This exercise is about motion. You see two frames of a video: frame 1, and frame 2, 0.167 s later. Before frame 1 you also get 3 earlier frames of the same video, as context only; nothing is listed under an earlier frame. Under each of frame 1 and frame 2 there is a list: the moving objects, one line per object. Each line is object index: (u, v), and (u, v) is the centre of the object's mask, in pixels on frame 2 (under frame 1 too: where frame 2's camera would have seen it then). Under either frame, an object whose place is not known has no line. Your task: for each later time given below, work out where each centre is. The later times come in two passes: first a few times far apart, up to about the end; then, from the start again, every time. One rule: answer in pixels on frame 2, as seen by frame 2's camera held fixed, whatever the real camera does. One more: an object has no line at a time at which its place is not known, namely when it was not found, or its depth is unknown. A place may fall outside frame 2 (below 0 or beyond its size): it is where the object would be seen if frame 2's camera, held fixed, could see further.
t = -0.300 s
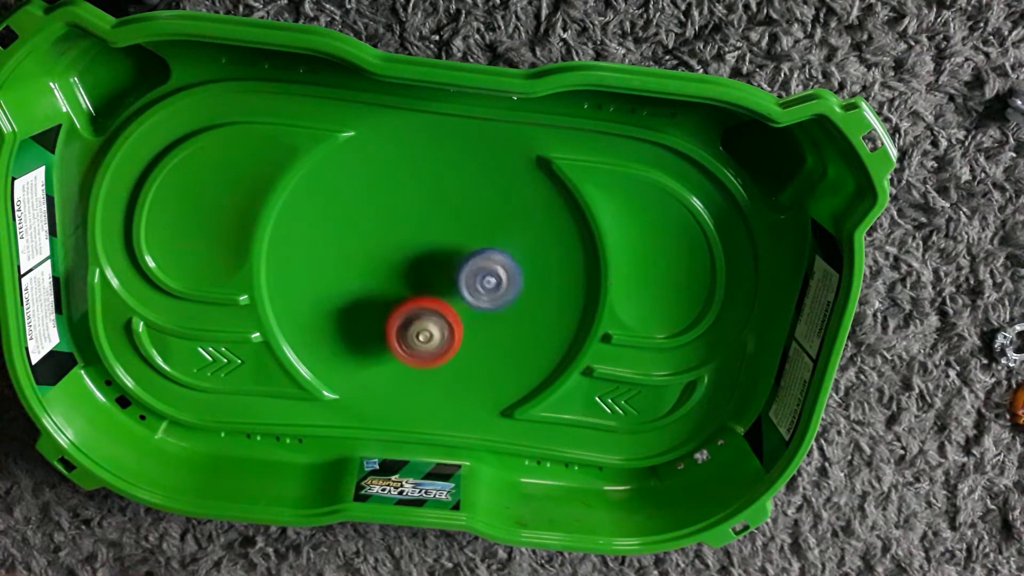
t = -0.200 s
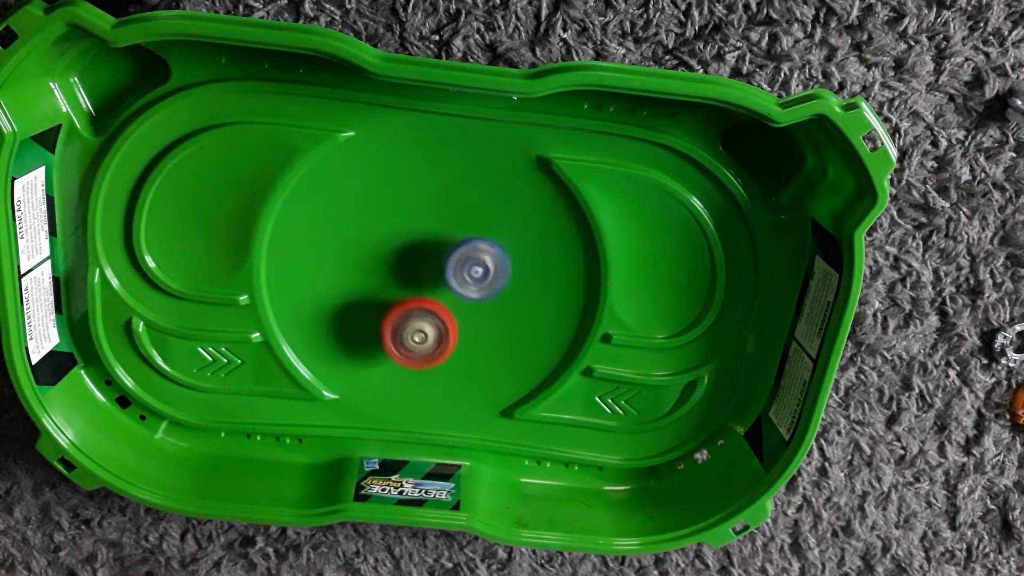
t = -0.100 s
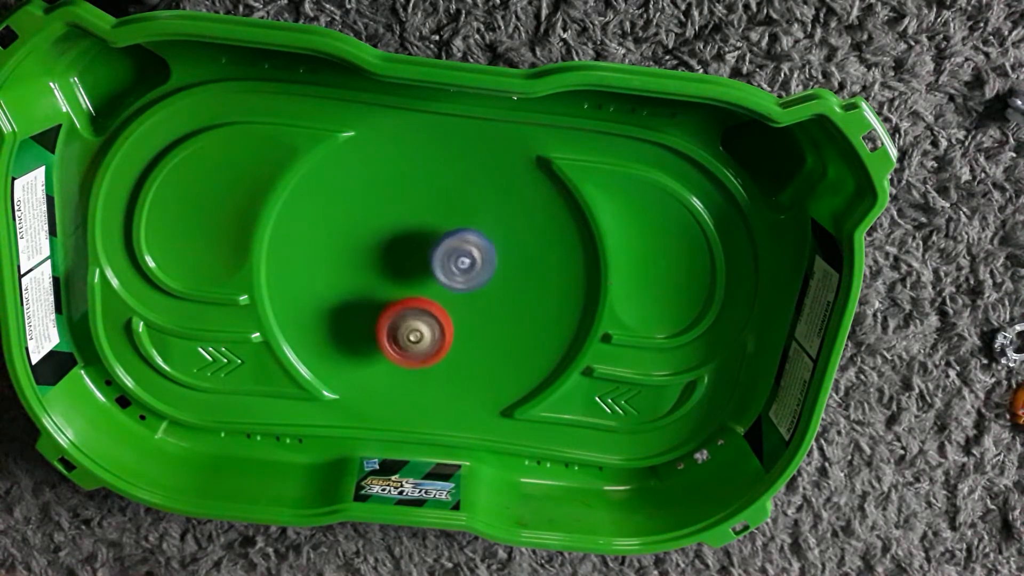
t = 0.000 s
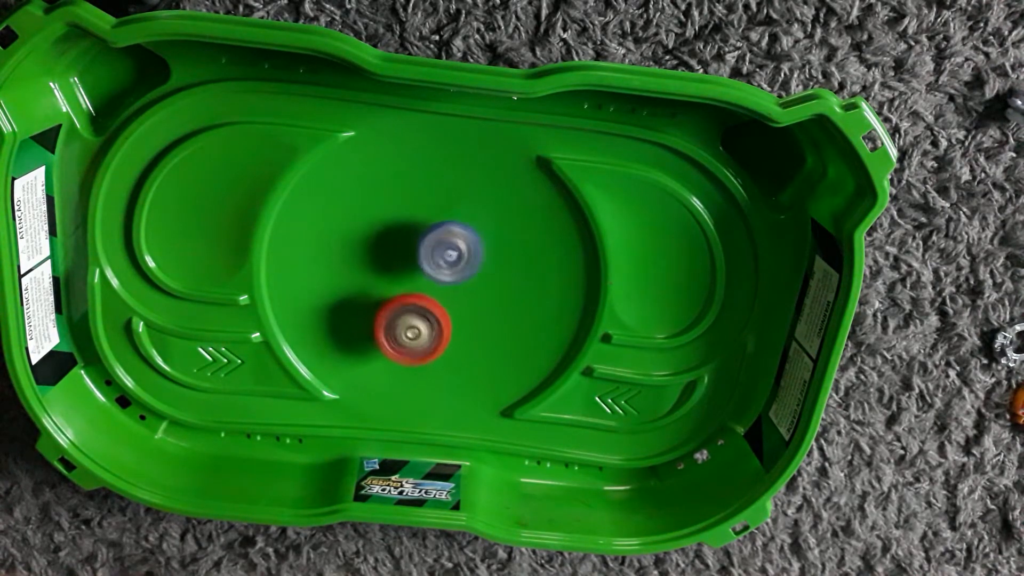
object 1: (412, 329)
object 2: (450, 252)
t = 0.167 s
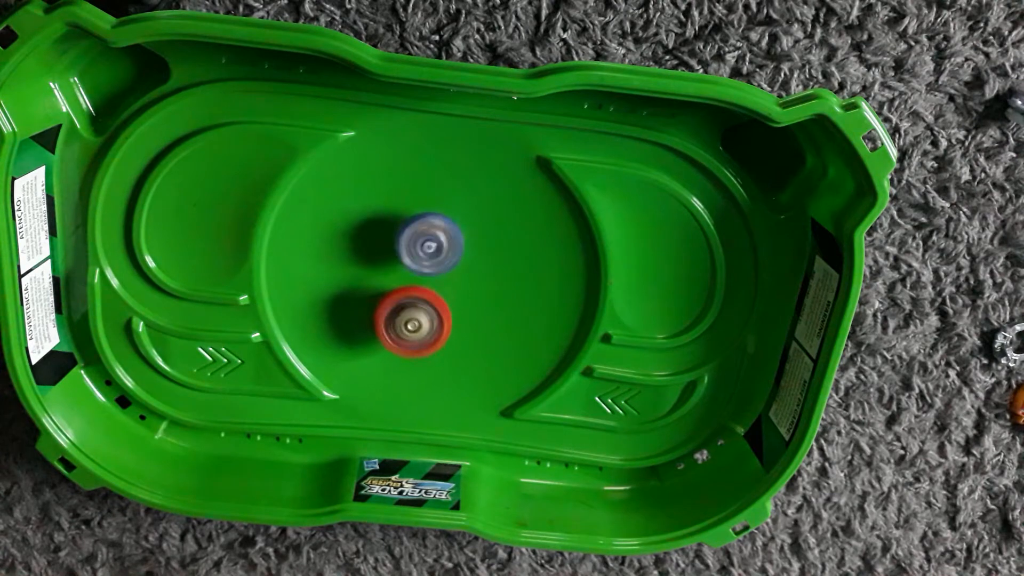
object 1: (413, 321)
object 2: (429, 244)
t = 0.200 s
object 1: (414, 320)
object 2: (425, 242)
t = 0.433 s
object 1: (428, 326)
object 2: (400, 239)
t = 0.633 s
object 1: (436, 342)
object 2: (386, 249)
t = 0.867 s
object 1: (434, 342)
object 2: (383, 276)
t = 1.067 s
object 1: (465, 346)
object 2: (357, 287)
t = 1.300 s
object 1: (494, 352)
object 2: (341, 302)
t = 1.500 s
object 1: (487, 336)
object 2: (354, 313)
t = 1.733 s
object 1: (456, 300)
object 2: (388, 326)
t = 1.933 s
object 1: (437, 263)
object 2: (403, 351)
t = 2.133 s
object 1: (421, 247)
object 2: (417, 369)
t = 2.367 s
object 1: (409, 265)
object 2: (433, 370)
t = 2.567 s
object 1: (401, 303)
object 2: (448, 354)
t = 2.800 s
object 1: (387, 329)
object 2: (473, 340)
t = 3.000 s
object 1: (392, 339)
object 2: (488, 325)
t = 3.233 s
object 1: (420, 337)
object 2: (492, 306)
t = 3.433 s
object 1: (428, 339)
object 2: (495, 286)
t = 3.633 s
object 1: (432, 331)
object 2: (485, 271)
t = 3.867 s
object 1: (432, 326)
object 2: (463, 259)
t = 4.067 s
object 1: (425, 339)
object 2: (446, 243)
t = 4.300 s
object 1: (411, 354)
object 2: (430, 232)
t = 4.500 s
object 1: (409, 343)
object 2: (419, 245)
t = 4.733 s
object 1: (421, 340)
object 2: (408, 258)
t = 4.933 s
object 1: (431, 348)
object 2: (396, 268)
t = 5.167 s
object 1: (444, 335)
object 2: (387, 288)
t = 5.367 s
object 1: (473, 334)
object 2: (369, 287)
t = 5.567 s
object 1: (486, 322)
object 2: (367, 290)
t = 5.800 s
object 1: (470, 303)
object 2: (384, 303)
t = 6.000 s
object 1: (460, 284)
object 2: (385, 322)
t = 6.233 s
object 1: (449, 275)
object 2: (380, 341)
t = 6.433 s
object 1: (433, 285)
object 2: (386, 346)
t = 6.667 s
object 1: (427, 283)
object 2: (398, 354)
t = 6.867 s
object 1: (432, 277)
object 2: (411, 359)
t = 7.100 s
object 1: (439, 289)
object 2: (431, 352)
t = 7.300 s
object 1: (442, 274)
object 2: (442, 364)
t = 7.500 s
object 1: (440, 271)
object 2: (450, 363)
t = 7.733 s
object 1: (429, 284)
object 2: (458, 353)
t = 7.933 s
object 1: (416, 280)
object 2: (468, 353)
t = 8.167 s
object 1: (410, 298)
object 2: (470, 341)
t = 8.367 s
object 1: (401, 316)
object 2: (480, 329)
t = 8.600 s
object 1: (403, 332)
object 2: (490, 314)
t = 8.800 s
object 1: (416, 332)
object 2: (488, 302)
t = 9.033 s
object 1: (415, 332)
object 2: (489, 292)
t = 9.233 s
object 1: (413, 328)
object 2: (482, 284)
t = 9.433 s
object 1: (410, 325)
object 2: (478, 277)
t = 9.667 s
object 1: (405, 332)
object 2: (474, 269)
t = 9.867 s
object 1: (412, 327)
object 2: (460, 269)
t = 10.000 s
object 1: (415, 329)
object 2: (458, 262)
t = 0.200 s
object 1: (414, 320)
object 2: (425, 242)
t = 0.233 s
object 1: (415, 318)
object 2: (421, 242)
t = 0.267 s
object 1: (416, 316)
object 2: (418, 242)
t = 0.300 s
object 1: (418, 315)
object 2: (414, 242)
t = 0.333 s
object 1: (421, 316)
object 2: (410, 240)
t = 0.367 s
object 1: (423, 319)
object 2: (407, 239)
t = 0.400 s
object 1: (426, 323)
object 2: (403, 239)
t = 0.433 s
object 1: (428, 326)
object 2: (400, 239)
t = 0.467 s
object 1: (430, 329)
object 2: (397, 240)
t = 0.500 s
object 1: (432, 332)
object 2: (394, 240)
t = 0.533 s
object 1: (433, 335)
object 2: (391, 242)
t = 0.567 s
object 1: (435, 337)
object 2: (390, 244)
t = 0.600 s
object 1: (436, 340)
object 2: (388, 246)
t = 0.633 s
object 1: (436, 342)
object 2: (386, 249)
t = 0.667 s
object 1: (436, 343)
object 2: (384, 252)
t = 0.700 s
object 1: (436, 344)
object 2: (384, 256)
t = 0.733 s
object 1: (436, 345)
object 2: (383, 259)
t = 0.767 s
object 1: (435, 344)
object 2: (383, 263)
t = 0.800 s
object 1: (434, 344)
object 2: (383, 267)
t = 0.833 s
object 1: (434, 343)
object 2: (383, 272)
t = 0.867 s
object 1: (434, 342)
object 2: (383, 276)
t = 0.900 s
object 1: (434, 339)
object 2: (382, 282)
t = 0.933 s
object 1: (435, 338)
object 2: (381, 285)
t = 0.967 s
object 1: (444, 339)
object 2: (371, 285)
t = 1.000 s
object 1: (451, 341)
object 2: (366, 284)
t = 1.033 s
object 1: (458, 344)
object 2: (362, 284)
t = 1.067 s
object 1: (465, 346)
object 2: (357, 287)
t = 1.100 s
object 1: (470, 348)
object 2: (353, 290)
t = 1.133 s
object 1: (476, 350)
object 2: (350, 292)
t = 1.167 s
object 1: (481, 351)
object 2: (347, 294)
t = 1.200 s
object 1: (486, 352)
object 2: (344, 297)
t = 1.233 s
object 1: (489, 353)
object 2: (342, 299)
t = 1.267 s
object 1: (492, 353)
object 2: (341, 301)
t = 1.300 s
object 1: (494, 352)
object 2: (341, 302)
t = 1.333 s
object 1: (495, 351)
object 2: (341, 304)
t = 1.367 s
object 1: (495, 349)
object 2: (343, 306)
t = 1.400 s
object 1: (494, 346)
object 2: (344, 308)
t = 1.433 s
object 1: (492, 343)
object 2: (347, 309)
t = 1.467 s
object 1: (490, 340)
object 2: (350, 312)
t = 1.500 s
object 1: (487, 336)
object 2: (354, 313)
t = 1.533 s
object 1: (483, 331)
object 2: (359, 315)
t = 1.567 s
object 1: (480, 326)
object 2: (363, 316)
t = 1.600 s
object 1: (476, 321)
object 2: (368, 318)
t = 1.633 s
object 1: (471, 316)
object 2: (373, 320)
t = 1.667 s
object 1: (466, 311)
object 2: (377, 322)
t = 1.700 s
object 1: (462, 305)
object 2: (382, 324)
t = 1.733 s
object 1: (456, 300)
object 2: (388, 326)
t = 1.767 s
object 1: (452, 294)
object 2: (391, 330)
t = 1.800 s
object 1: (449, 286)
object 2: (392, 334)
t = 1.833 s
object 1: (446, 280)
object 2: (394, 338)
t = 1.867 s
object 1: (444, 274)
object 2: (397, 342)
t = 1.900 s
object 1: (441, 269)
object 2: (400, 347)
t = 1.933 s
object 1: (437, 263)
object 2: (403, 351)
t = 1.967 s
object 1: (434, 259)
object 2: (405, 354)
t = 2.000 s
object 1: (431, 255)
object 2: (407, 358)
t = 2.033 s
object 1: (428, 252)
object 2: (410, 361)
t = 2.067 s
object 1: (426, 249)
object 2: (413, 364)
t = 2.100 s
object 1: (423, 248)
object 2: (415, 367)
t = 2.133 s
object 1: (421, 247)
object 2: (417, 369)
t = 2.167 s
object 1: (419, 247)
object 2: (419, 371)
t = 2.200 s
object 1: (418, 248)
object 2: (422, 372)
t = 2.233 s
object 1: (415, 251)
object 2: (424, 373)
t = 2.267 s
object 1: (414, 253)
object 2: (427, 373)
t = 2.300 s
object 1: (412, 256)
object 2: (429, 373)
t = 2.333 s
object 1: (410, 261)
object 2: (431, 372)
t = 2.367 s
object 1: (409, 265)
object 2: (433, 370)
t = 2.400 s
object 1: (407, 272)
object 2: (436, 368)
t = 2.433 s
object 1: (406, 277)
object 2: (438, 365)
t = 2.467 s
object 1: (405, 283)
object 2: (440, 363)
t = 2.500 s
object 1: (404, 290)
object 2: (443, 359)
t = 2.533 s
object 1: (403, 297)
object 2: (445, 356)
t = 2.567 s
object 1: (401, 303)
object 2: (448, 354)
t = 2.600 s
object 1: (397, 308)
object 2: (452, 353)
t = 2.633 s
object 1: (395, 312)
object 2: (455, 351)
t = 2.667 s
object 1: (392, 315)
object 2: (459, 349)
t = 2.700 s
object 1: (391, 319)
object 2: (463, 347)
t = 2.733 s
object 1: (388, 323)
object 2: (466, 344)
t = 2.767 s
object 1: (387, 326)
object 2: (469, 342)
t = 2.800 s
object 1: (387, 329)
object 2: (473, 340)
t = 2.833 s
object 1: (386, 332)
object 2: (476, 338)
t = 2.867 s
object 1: (386, 333)
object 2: (479, 336)
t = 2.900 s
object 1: (387, 336)
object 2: (481, 333)
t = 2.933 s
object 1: (388, 338)
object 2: (484, 330)
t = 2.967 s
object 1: (389, 338)
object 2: (486, 328)
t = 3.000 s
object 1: (392, 339)
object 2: (488, 325)
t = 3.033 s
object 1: (395, 340)
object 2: (490, 323)
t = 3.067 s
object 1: (398, 340)
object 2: (491, 320)
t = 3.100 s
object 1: (402, 340)
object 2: (492, 317)
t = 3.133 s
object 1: (405, 340)
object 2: (493, 315)
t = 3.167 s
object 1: (410, 338)
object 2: (493, 312)
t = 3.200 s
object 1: (415, 338)
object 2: (492, 309)
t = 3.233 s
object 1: (420, 337)
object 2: (492, 306)
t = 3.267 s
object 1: (424, 336)
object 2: (493, 303)
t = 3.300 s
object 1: (426, 338)
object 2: (495, 299)
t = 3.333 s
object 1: (426, 338)
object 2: (495, 296)
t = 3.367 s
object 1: (426, 339)
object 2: (495, 293)
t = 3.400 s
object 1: (427, 338)
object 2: (495, 289)
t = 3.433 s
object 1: (428, 339)
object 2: (495, 286)
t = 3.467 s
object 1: (428, 337)
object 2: (495, 283)
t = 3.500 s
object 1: (429, 336)
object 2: (493, 280)
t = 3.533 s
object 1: (430, 336)
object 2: (492, 278)
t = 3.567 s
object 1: (430, 334)
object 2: (490, 275)
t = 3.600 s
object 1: (431, 332)
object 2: (488, 273)
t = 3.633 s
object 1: (432, 331)
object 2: (485, 271)
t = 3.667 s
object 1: (433, 328)
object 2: (483, 269)
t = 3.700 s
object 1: (434, 327)
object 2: (479, 268)
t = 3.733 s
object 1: (435, 326)
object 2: (477, 265)
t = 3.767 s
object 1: (435, 326)
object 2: (474, 264)
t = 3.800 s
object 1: (434, 326)
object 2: (470, 262)
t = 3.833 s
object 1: (433, 326)
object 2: (466, 260)
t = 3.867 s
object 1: (432, 326)
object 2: (463, 259)
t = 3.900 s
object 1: (432, 325)
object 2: (459, 258)
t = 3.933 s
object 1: (430, 325)
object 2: (455, 257)
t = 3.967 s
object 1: (430, 326)
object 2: (453, 254)
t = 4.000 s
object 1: (430, 330)
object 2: (451, 249)
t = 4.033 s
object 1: (427, 334)
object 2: (449, 246)
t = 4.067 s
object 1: (425, 339)
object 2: (446, 243)
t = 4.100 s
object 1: (423, 342)
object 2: (444, 240)
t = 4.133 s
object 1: (421, 346)
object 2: (442, 238)
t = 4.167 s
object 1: (419, 348)
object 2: (439, 235)
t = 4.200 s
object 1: (417, 351)
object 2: (436, 233)
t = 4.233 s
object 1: (414, 352)
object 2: (434, 233)
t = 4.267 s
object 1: (413, 353)
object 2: (433, 232)
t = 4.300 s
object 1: (411, 354)
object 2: (430, 232)
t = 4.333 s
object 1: (410, 353)
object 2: (428, 233)
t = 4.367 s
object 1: (409, 353)
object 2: (427, 235)
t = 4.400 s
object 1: (408, 351)
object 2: (424, 236)
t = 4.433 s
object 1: (408, 349)
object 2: (423, 239)
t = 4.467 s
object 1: (408, 347)
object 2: (421, 242)
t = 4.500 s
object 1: (409, 343)
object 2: (419, 245)
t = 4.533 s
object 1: (409, 341)
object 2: (417, 249)
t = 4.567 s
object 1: (410, 337)
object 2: (415, 253)
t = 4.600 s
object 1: (412, 332)
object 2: (413, 256)
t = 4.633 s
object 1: (414, 330)
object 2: (412, 258)
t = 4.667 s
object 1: (418, 334)
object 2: (412, 256)
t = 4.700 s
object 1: (419, 335)
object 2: (412, 257)
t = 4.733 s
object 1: (421, 340)
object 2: (408, 258)
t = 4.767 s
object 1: (422, 341)
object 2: (406, 259)
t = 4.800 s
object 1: (425, 344)
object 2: (405, 260)
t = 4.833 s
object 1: (426, 346)
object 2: (401, 261)
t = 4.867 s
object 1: (428, 347)
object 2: (400, 263)
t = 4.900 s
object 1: (429, 348)
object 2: (398, 266)
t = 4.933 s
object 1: (431, 348)
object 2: (396, 268)
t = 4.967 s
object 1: (432, 348)
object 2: (395, 271)
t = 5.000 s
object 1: (434, 347)
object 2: (393, 273)
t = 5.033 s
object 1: (436, 345)
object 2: (391, 275)
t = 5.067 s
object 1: (437, 343)
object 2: (391, 279)
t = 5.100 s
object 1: (439, 341)
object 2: (389, 282)
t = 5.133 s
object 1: (441, 339)
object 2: (388, 285)
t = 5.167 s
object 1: (444, 335)
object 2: (387, 288)
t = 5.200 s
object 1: (451, 335)
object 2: (382, 286)
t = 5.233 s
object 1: (455, 334)
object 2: (378, 285)
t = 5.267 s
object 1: (459, 336)
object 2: (377, 286)
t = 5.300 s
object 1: (465, 335)
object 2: (374, 287)
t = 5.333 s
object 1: (469, 335)
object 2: (370, 286)
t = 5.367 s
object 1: (473, 334)
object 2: (369, 287)
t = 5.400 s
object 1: (478, 333)
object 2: (367, 287)
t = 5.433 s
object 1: (479, 332)
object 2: (366, 288)
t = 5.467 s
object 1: (483, 330)
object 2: (366, 288)
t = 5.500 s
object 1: (484, 328)
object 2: (365, 289)
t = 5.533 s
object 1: (486, 325)
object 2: (366, 290)
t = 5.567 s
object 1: (486, 322)
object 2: (367, 290)
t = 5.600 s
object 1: (486, 320)
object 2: (369, 292)
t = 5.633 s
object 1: (485, 318)
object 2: (371, 293)
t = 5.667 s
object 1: (482, 314)
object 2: (373, 295)
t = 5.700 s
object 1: (481, 312)
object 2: (376, 297)
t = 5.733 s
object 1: (477, 309)
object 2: (378, 298)
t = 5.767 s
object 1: (474, 306)
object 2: (381, 301)
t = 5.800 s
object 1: (470, 303)
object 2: (384, 303)
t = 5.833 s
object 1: (466, 301)
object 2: (386, 305)
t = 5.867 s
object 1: (462, 298)
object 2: (388, 308)
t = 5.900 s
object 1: (460, 294)
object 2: (388, 311)
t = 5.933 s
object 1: (459, 290)
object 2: (387, 314)
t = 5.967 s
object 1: (459, 287)
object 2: (386, 317)
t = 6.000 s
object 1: (460, 284)
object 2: (385, 322)
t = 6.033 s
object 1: (458, 281)
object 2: (385, 325)
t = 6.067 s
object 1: (458, 281)
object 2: (383, 329)
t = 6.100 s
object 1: (457, 278)
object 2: (382, 332)
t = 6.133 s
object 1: (455, 277)
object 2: (382, 334)
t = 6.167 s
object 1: (453, 275)
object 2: (381, 337)
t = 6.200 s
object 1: (451, 275)
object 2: (381, 339)
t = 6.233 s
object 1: (449, 275)
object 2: (380, 341)
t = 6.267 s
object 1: (448, 275)
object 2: (380, 343)
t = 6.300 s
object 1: (444, 277)
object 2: (381, 344)
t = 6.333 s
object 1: (444, 278)
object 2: (381, 345)
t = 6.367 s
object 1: (439, 280)
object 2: (383, 345)
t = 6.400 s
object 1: (437, 283)
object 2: (384, 346)
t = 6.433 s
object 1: (433, 285)
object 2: (386, 346)
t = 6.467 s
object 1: (431, 288)
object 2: (388, 345)
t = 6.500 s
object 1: (427, 290)
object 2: (391, 346)
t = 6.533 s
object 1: (426, 289)
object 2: (392, 348)
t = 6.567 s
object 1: (425, 290)
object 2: (393, 348)
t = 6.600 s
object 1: (425, 286)
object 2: (394, 351)
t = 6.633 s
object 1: (425, 284)
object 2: (395, 352)
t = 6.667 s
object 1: (427, 283)
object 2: (398, 354)
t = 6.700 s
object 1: (427, 280)
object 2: (399, 356)
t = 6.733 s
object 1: (428, 280)
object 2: (402, 357)
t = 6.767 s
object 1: (430, 277)
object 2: (404, 358)
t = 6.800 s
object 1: (430, 278)
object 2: (406, 359)
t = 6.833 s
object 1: (432, 276)
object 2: (409, 359)
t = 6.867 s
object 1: (432, 277)
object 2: (411, 359)
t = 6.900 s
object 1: (434, 278)
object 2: (414, 358)
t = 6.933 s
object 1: (435, 278)
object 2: (417, 357)
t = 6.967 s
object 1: (436, 280)
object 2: (419, 357)
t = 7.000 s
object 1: (437, 282)
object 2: (423, 355)
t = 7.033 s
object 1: (438, 284)
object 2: (425, 355)
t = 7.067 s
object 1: (438, 286)
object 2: (429, 353)
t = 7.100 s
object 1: (439, 289)
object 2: (431, 352)
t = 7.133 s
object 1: (439, 287)
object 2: (433, 355)
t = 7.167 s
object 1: (438, 284)
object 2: (434, 358)
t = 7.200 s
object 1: (439, 283)
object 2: (435, 359)
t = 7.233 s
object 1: (442, 278)
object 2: (439, 361)
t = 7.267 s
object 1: (440, 275)
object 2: (440, 363)
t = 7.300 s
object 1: (442, 274)
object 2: (442, 364)
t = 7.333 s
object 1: (441, 271)
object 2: (444, 365)
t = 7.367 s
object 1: (442, 271)
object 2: (446, 366)
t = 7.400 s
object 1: (441, 270)
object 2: (447, 366)
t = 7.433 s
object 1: (441, 270)
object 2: (448, 365)
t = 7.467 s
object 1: (441, 270)
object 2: (450, 364)
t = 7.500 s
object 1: (440, 271)
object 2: (450, 363)
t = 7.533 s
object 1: (439, 273)
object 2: (452, 361)
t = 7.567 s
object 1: (440, 276)
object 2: (452, 359)
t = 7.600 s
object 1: (439, 277)
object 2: (454, 357)
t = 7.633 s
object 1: (436, 282)
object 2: (454, 354)
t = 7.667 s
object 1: (438, 285)
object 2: (455, 351)
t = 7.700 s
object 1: (435, 287)
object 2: (457, 349)
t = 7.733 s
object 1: (429, 284)
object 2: (458, 353)
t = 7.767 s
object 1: (426, 284)
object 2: (460, 355)
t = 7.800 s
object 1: (426, 283)
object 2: (461, 355)
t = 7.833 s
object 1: (424, 280)
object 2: (464, 354)
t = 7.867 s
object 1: (419, 281)
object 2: (467, 355)
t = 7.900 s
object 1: (419, 281)
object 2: (467, 356)
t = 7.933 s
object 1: (416, 280)
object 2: (468, 353)
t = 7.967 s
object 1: (413, 282)
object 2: (469, 353)
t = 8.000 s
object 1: (413, 284)
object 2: (470, 352)
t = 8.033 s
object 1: (413, 286)
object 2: (469, 351)
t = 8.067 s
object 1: (411, 287)
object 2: (471, 348)
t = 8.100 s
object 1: (409, 293)
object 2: (471, 347)
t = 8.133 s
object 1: (412, 296)
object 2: (471, 344)
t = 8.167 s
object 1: (410, 298)
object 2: (470, 341)
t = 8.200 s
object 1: (410, 302)
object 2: (472, 338)
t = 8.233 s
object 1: (408, 307)
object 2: (473, 337)
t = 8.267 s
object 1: (407, 310)
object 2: (475, 336)
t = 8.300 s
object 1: (405, 312)
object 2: (475, 333)
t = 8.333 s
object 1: (403, 314)
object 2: (479, 330)
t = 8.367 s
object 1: (401, 316)
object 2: (480, 329)
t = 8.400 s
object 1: (400, 320)
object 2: (482, 327)
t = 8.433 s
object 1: (401, 321)
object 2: (483, 324)
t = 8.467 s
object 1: (399, 323)
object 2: (485, 322)
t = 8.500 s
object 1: (400, 327)
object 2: (487, 320)
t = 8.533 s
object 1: (401, 328)
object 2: (488, 318)
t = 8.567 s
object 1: (401, 330)
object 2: (488, 316)
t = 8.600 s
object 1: (403, 332)
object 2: (490, 314)
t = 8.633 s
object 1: (404, 333)
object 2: (490, 312)
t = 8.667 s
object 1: (407, 333)
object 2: (490, 310)
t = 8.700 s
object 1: (407, 333)
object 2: (490, 308)
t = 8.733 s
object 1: (411, 334)
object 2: (490, 306)
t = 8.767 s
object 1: (415, 332)
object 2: (488, 304)
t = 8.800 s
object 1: (416, 332)
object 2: (488, 302)
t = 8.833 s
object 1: (420, 332)
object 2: (486, 300)
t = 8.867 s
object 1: (419, 334)
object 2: (489, 299)
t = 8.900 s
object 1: (420, 334)
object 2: (488, 299)
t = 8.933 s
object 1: (418, 333)
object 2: (488, 296)
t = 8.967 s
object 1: (416, 333)
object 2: (489, 293)
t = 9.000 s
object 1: (416, 334)
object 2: (490, 292)
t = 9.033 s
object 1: (415, 332)
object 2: (489, 292)
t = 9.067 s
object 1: (413, 332)
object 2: (488, 290)
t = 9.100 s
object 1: (413, 333)
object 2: (487, 289)
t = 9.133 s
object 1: (415, 330)
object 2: (487, 288)
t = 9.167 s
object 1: (413, 328)
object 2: (485, 287)
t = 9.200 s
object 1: (412, 329)
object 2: (483, 285)
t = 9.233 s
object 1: (413, 328)
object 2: (482, 284)
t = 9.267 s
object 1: (413, 326)
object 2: (480, 284)
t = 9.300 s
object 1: (413, 324)
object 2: (477, 283)
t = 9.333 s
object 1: (413, 323)
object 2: (475, 281)
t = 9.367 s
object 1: (411, 325)
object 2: (478, 279)
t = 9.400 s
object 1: (410, 326)
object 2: (478, 278)
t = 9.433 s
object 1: (410, 325)
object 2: (478, 277)
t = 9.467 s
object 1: (406, 324)
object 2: (477, 273)
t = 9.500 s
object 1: (404, 329)
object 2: (478, 272)
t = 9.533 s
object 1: (405, 329)
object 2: (478, 271)
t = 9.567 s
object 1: (404, 329)
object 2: (477, 270)
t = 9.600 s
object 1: (402, 330)
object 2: (476, 269)
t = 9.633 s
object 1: (402, 332)
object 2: (476, 268)
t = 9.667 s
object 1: (405, 332)
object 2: (474, 269)
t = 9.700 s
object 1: (405, 330)
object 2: (472, 268)
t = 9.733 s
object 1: (404, 331)
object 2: (471, 268)
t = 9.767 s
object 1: (407, 332)
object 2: (469, 268)
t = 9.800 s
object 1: (409, 328)
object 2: (466, 269)
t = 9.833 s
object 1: (409, 327)
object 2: (462, 269)
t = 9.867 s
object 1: (412, 327)
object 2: (460, 269)
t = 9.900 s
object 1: (414, 327)
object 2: (461, 267)
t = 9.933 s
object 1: (416, 329)
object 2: (461, 264)
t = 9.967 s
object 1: (417, 328)
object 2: (460, 264)
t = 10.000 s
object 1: (415, 329)
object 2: (458, 262)
